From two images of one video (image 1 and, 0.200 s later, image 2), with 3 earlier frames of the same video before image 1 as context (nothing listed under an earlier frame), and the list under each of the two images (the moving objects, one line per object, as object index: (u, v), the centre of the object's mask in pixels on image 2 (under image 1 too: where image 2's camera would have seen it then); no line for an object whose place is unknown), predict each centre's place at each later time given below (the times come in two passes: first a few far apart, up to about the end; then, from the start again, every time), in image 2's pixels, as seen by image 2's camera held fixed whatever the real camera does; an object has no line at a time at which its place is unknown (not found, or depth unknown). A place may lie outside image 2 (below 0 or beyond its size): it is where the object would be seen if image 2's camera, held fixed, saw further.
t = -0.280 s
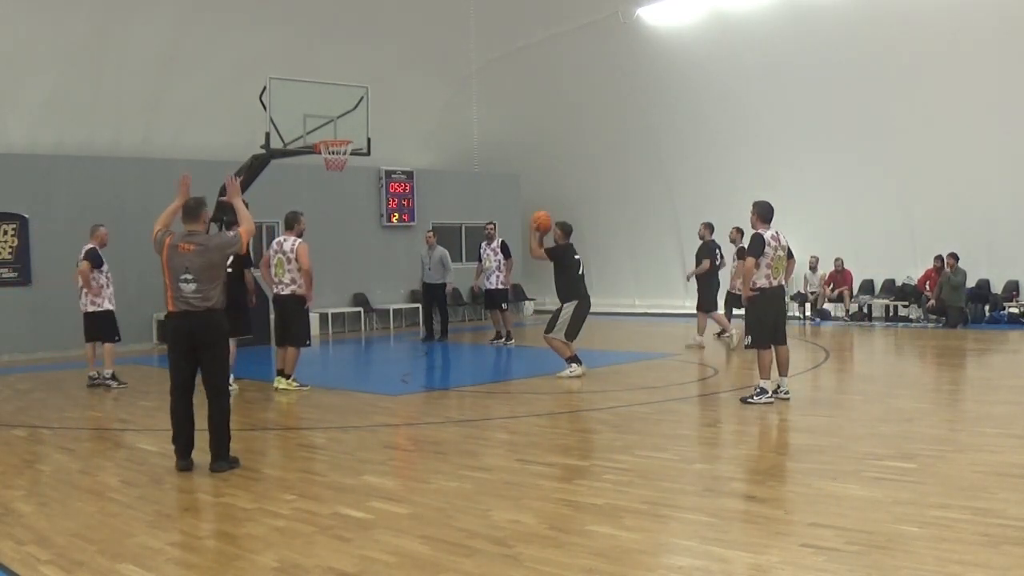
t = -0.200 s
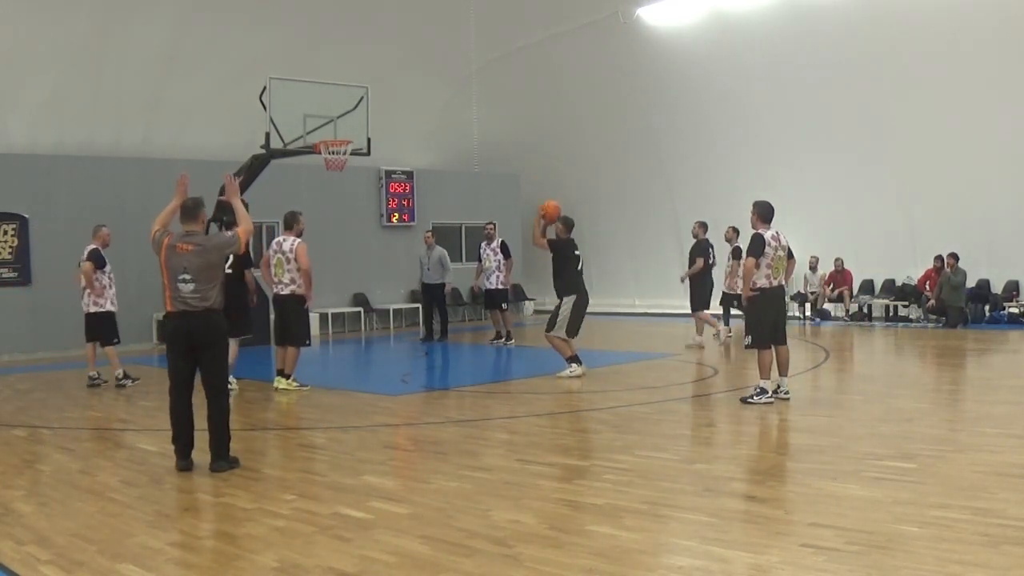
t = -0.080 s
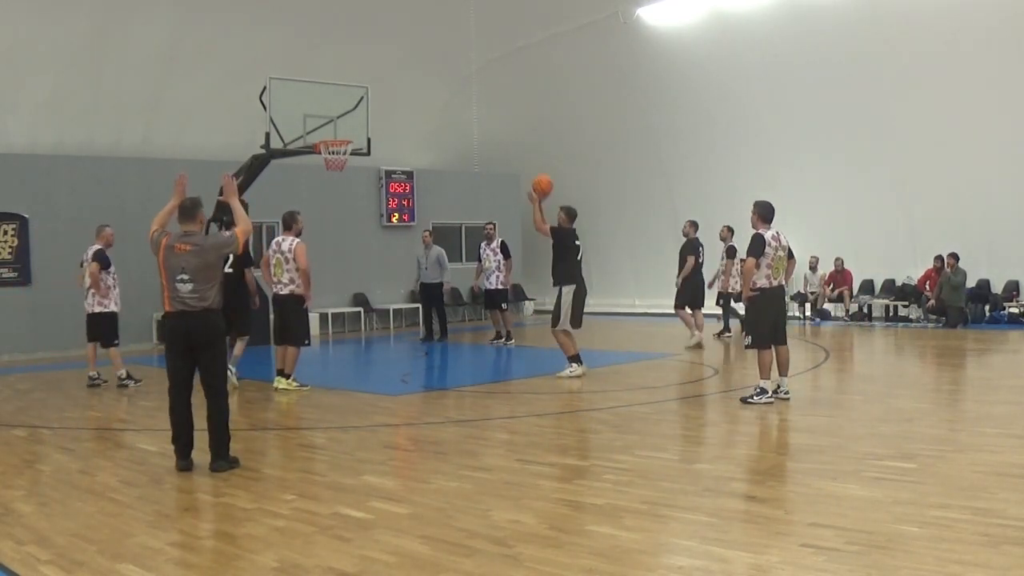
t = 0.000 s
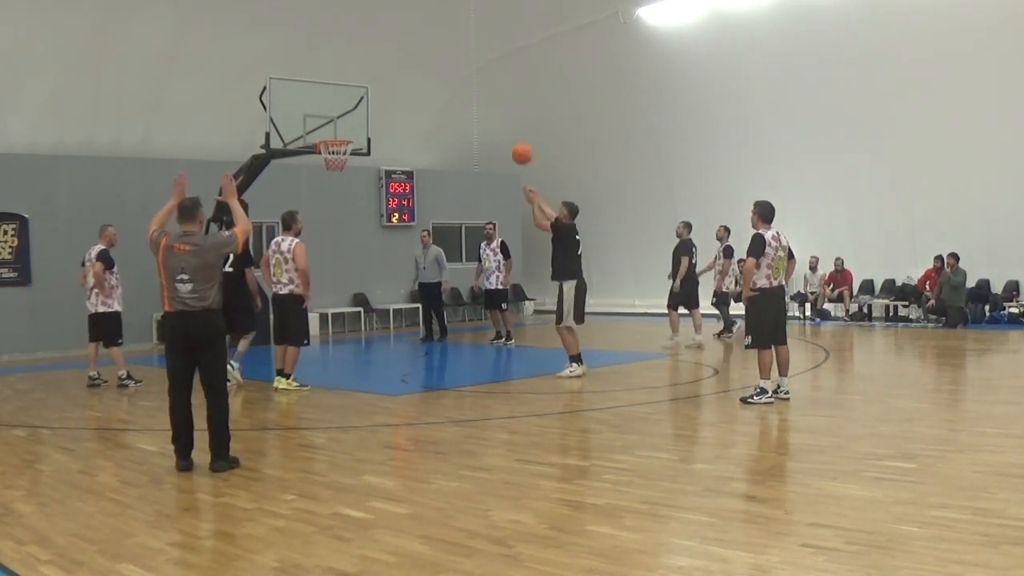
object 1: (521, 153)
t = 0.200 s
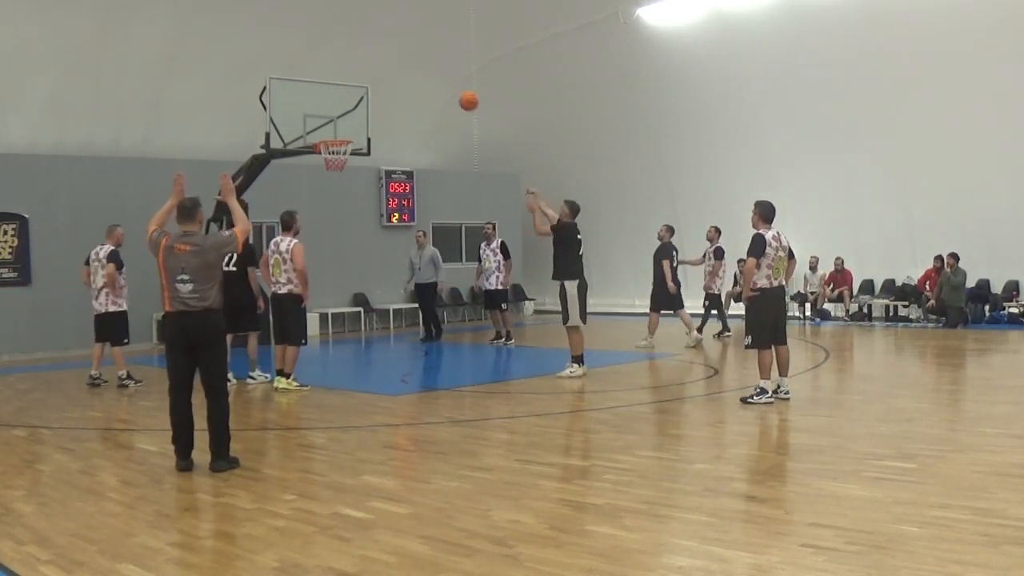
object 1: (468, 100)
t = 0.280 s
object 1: (449, 89)
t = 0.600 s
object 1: (381, 94)
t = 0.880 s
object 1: (334, 149)
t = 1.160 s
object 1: (326, 242)
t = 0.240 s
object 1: (458, 94)
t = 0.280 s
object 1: (449, 89)
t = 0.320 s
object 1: (440, 85)
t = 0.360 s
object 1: (431, 83)
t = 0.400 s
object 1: (422, 82)
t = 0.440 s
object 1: (413, 82)
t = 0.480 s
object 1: (405, 84)
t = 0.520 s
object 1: (397, 86)
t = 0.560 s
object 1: (389, 89)
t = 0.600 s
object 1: (381, 94)
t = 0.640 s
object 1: (373, 100)
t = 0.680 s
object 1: (366, 106)
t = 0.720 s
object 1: (358, 113)
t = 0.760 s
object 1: (351, 122)
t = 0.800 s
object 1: (344, 131)
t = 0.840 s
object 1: (338, 137)
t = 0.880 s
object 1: (334, 149)
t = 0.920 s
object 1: (332, 163)
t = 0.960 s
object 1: (330, 173)
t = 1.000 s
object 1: (329, 185)
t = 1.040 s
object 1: (328, 198)
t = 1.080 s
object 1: (328, 211)
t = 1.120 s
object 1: (327, 226)
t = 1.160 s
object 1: (326, 242)
